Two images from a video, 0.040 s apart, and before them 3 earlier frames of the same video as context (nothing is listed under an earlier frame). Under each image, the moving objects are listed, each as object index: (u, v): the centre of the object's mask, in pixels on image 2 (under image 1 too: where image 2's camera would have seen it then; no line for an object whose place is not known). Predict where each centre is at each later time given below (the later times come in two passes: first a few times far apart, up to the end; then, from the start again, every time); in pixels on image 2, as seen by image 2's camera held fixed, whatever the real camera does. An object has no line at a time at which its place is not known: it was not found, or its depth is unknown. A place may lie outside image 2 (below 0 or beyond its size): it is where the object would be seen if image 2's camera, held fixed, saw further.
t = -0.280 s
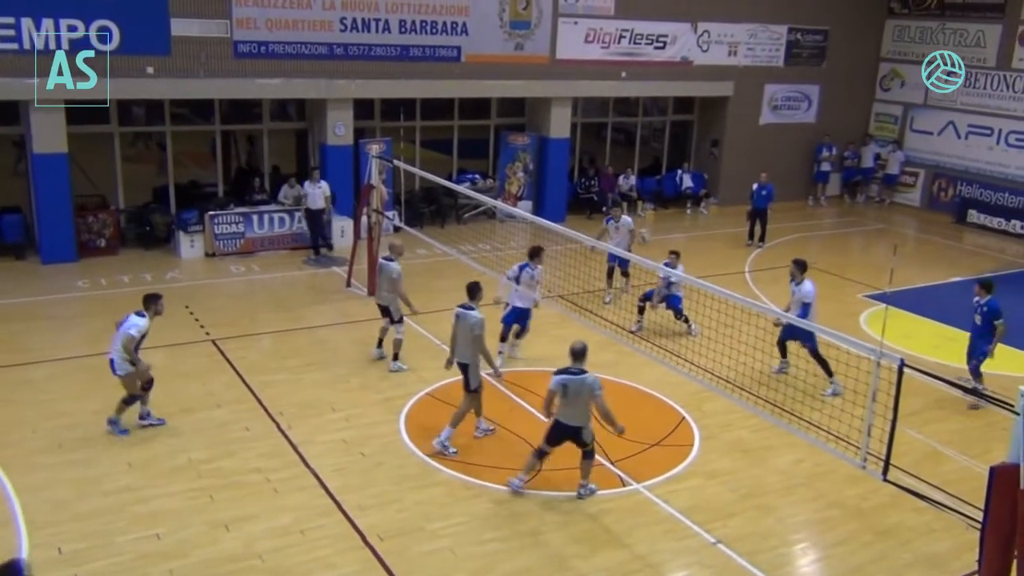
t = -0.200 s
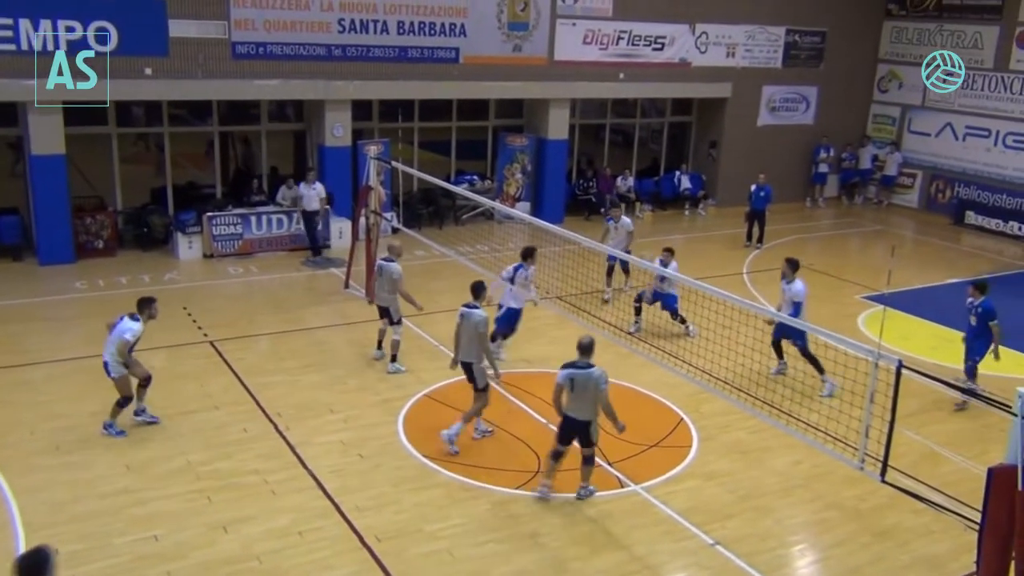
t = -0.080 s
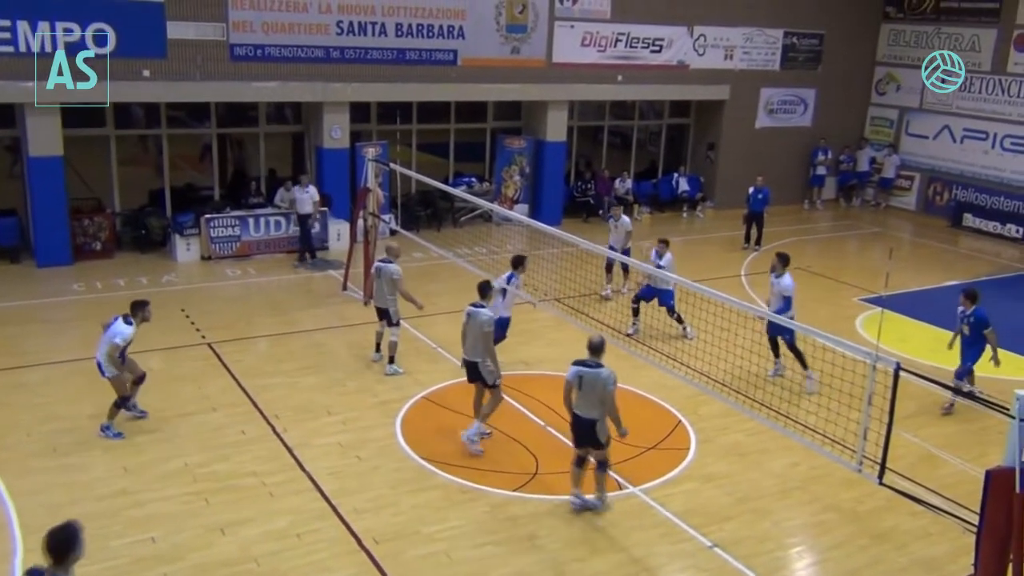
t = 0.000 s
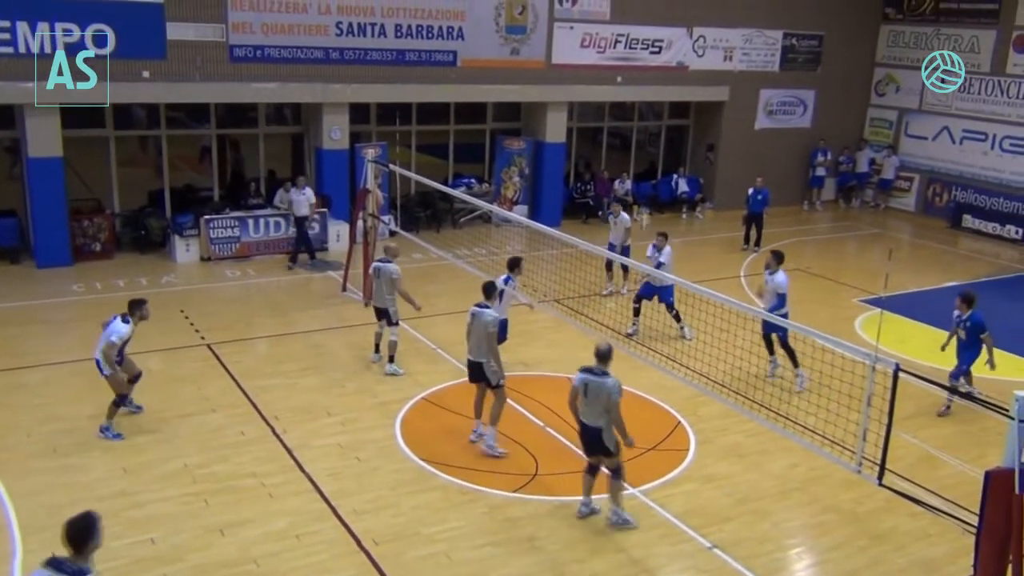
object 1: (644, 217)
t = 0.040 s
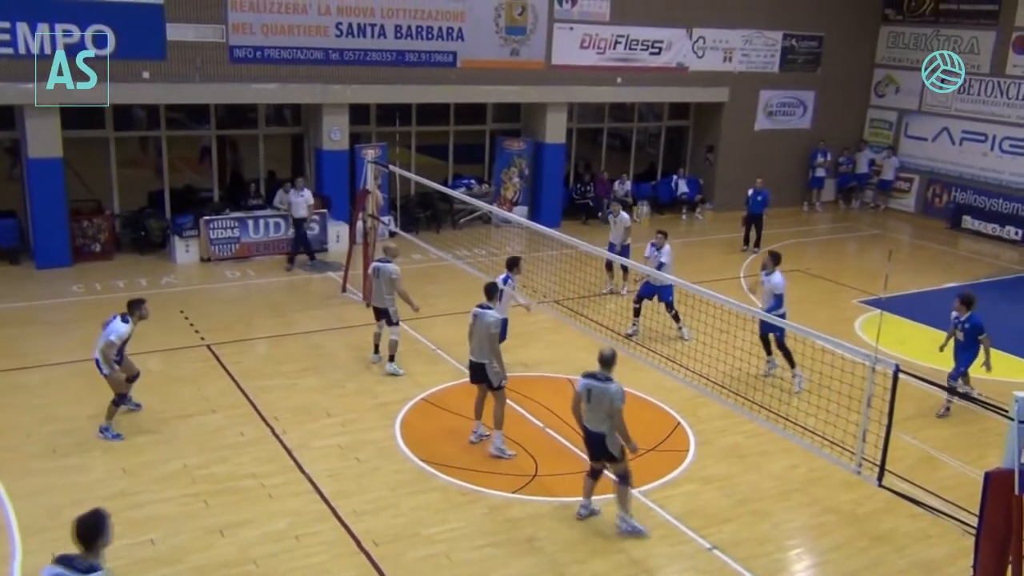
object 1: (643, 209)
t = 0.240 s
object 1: (638, 155)
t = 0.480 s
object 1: (628, 123)
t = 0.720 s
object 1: (615, 131)
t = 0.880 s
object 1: (604, 162)
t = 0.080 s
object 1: (642, 197)
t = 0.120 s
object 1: (641, 186)
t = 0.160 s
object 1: (640, 173)
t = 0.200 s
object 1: (638, 165)
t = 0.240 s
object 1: (638, 155)
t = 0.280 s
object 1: (636, 147)
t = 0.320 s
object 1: (634, 140)
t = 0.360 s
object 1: (633, 135)
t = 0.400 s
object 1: (631, 130)
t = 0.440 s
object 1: (629, 126)
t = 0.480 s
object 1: (628, 123)
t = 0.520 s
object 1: (626, 122)
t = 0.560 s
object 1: (624, 122)
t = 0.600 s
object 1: (622, 122)
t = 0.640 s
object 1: (619, 124)
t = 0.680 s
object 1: (617, 128)
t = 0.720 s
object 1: (615, 131)
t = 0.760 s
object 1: (613, 137)
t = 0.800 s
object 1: (610, 144)
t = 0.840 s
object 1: (607, 152)
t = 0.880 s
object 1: (604, 162)
